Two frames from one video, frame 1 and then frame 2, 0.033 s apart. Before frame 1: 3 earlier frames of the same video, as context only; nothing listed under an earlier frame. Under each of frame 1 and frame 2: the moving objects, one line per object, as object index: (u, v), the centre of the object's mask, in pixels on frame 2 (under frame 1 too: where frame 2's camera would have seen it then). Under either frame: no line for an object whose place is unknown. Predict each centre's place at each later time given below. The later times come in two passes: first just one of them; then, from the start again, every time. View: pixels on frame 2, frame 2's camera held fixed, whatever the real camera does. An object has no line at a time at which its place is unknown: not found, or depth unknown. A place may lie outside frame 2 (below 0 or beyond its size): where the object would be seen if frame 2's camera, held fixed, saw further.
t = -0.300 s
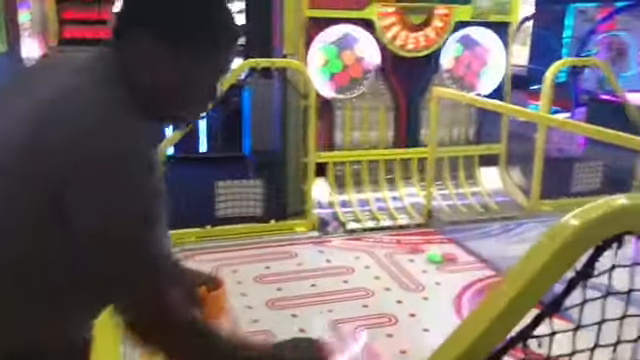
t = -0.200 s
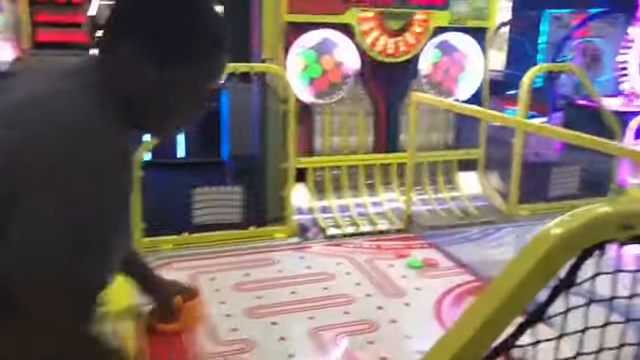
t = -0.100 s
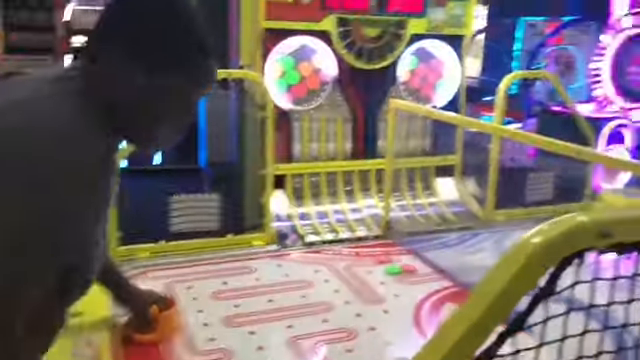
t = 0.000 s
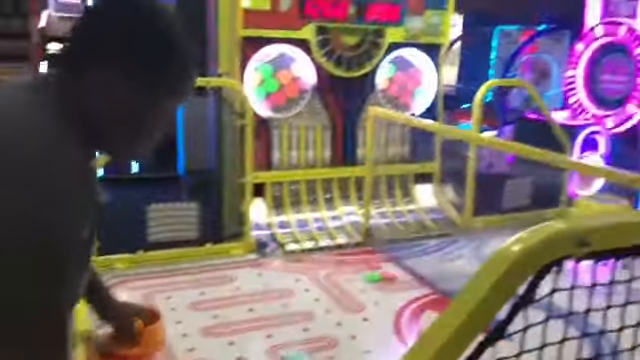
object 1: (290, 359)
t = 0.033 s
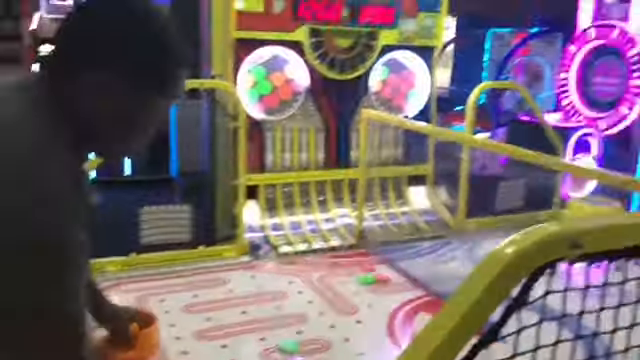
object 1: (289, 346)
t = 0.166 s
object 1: (291, 305)
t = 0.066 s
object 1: (288, 335)
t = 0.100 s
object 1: (291, 323)
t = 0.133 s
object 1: (289, 315)
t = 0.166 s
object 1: (291, 305)
